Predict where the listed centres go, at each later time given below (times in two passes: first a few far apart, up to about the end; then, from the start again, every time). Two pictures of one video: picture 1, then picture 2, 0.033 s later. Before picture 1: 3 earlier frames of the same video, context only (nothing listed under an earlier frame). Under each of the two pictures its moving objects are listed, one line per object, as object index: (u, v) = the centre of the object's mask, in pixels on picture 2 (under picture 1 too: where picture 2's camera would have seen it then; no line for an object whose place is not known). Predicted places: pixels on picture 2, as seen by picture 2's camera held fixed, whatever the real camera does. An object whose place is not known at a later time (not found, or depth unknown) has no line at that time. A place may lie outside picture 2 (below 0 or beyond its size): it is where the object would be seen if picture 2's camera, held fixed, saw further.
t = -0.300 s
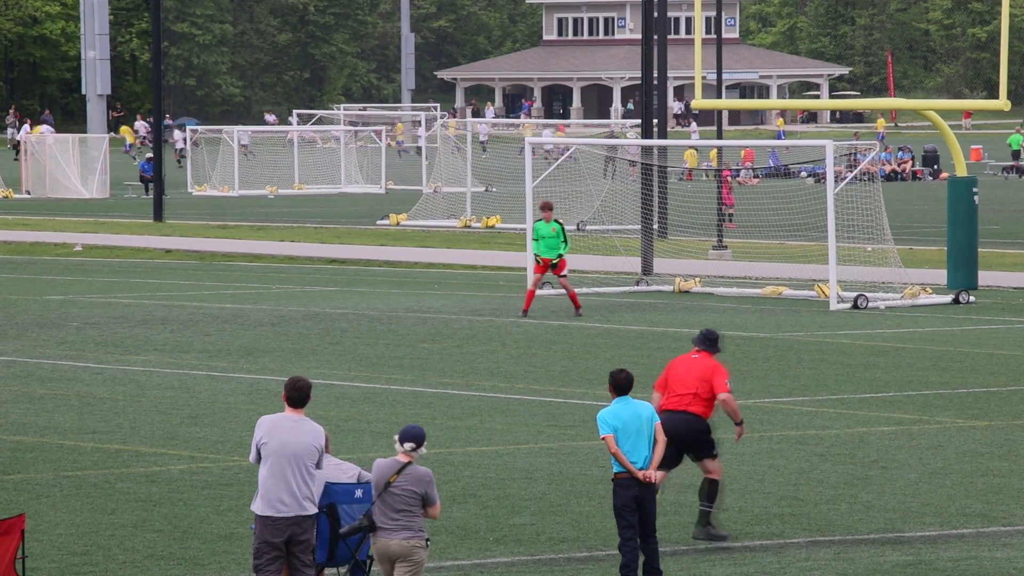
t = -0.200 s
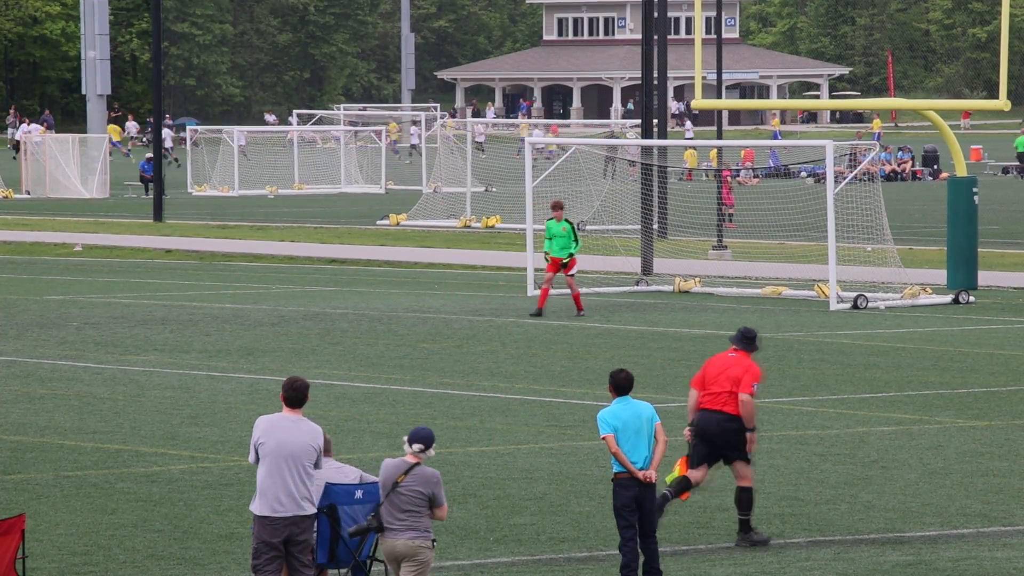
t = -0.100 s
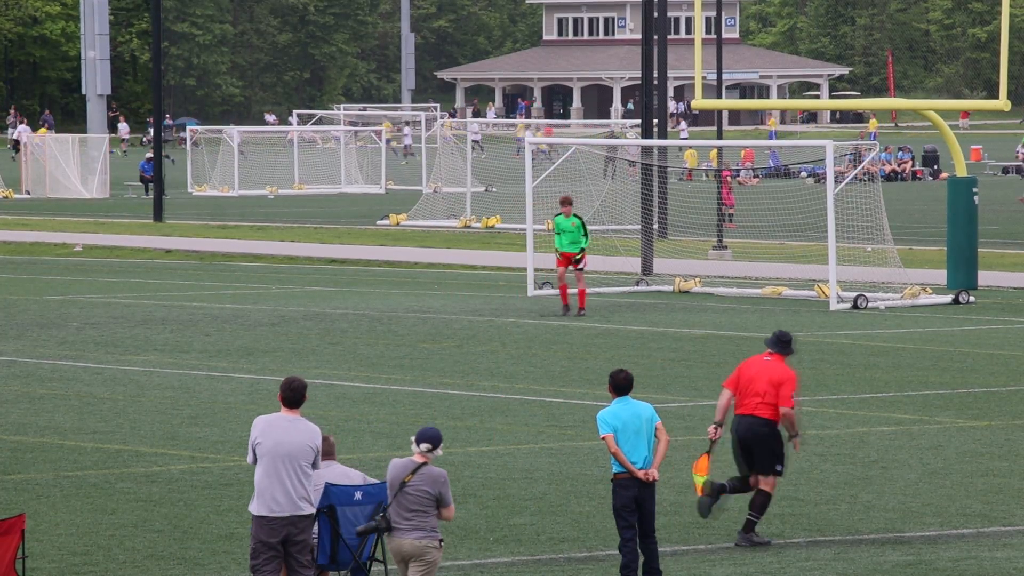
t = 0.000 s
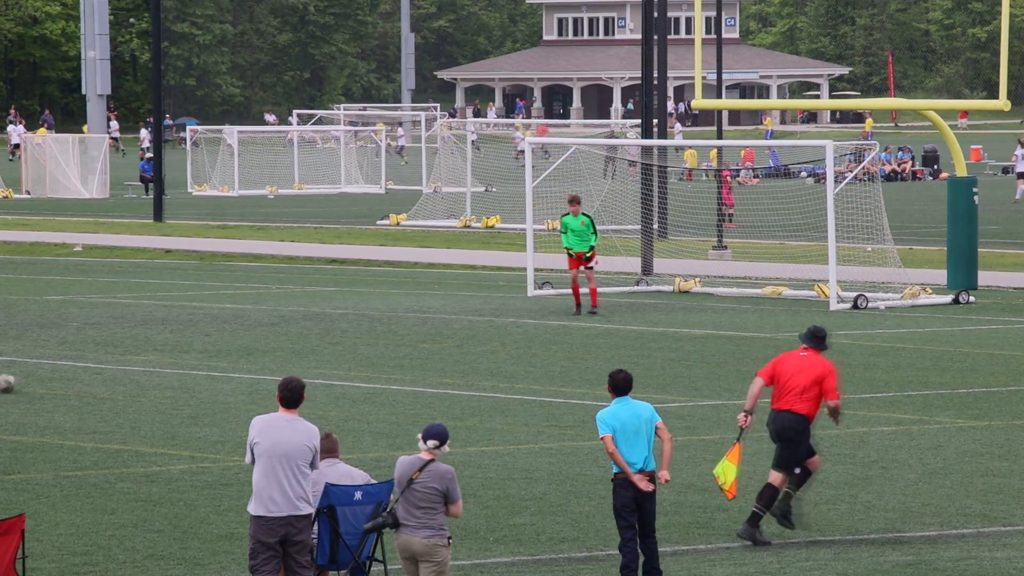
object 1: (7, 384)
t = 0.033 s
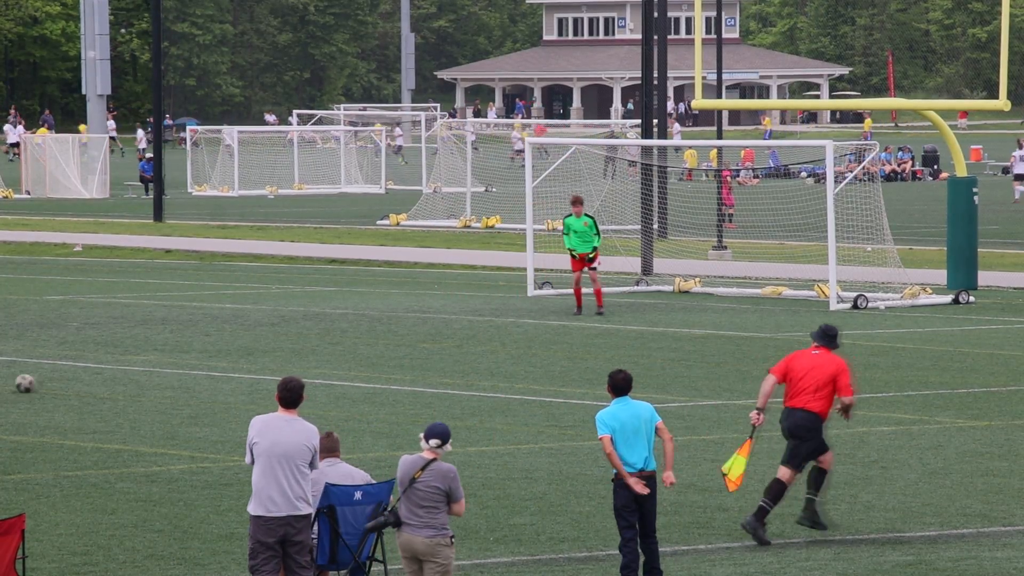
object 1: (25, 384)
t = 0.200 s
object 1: (113, 379)
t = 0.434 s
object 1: (225, 371)
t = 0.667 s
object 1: (329, 365)
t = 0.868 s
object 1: (410, 362)
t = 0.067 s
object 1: (43, 382)
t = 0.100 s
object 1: (60, 381)
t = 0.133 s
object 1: (78, 381)
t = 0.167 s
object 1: (96, 379)
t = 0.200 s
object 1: (113, 379)
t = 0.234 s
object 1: (129, 378)
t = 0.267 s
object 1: (146, 377)
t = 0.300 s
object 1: (162, 376)
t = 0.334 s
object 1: (179, 374)
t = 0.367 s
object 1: (195, 374)
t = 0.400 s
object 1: (211, 373)
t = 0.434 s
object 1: (225, 371)
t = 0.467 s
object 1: (241, 369)
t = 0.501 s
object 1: (256, 369)
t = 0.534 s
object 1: (271, 370)
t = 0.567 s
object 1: (286, 368)
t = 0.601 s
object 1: (301, 367)
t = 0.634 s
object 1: (314, 365)
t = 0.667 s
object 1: (329, 365)
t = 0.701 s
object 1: (343, 366)
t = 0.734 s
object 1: (356, 367)
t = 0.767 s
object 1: (370, 364)
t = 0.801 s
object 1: (384, 363)
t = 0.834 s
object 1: (397, 362)
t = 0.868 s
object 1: (410, 362)
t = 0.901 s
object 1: (424, 363)
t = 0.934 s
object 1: (437, 363)
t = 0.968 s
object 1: (450, 361)
